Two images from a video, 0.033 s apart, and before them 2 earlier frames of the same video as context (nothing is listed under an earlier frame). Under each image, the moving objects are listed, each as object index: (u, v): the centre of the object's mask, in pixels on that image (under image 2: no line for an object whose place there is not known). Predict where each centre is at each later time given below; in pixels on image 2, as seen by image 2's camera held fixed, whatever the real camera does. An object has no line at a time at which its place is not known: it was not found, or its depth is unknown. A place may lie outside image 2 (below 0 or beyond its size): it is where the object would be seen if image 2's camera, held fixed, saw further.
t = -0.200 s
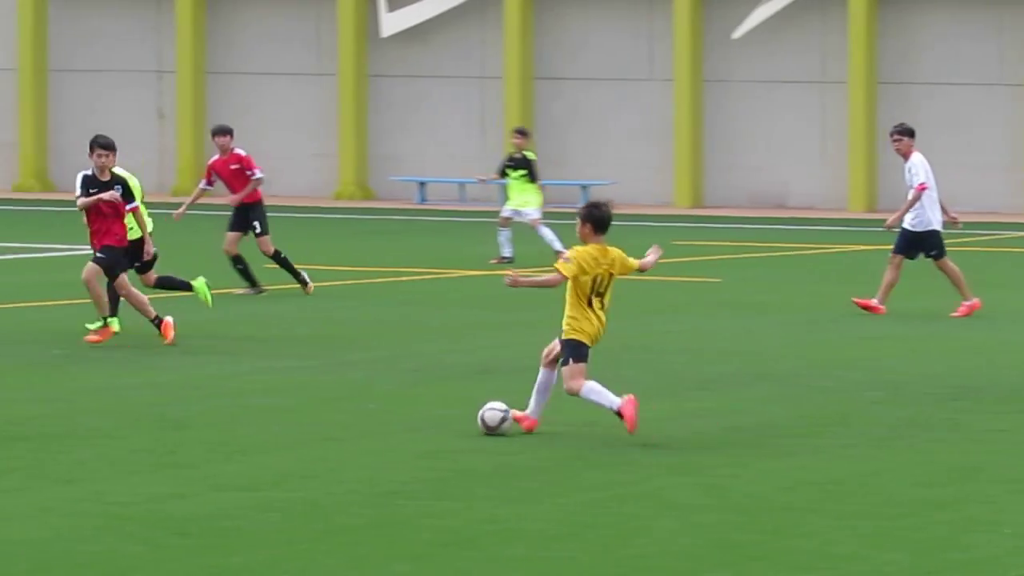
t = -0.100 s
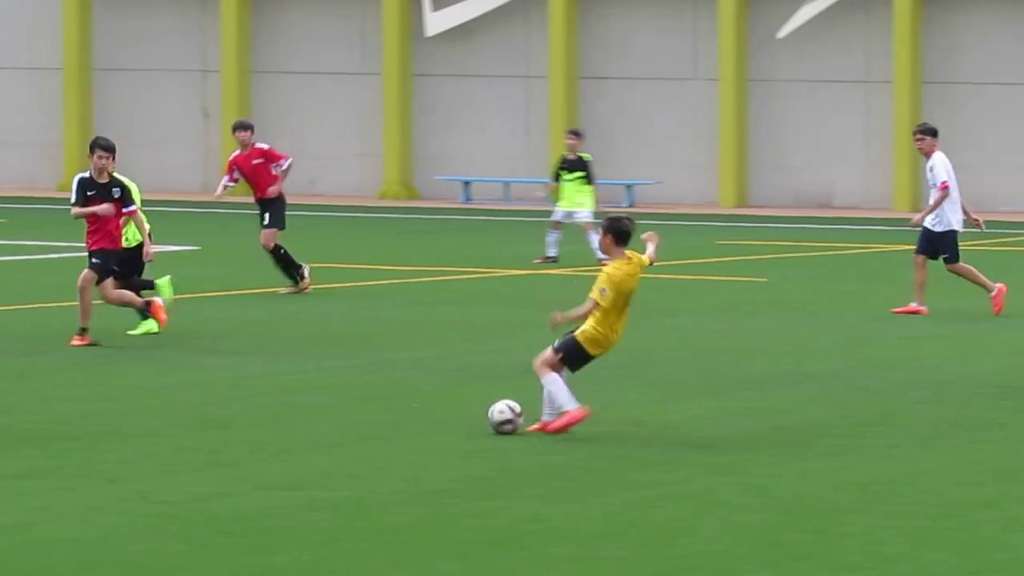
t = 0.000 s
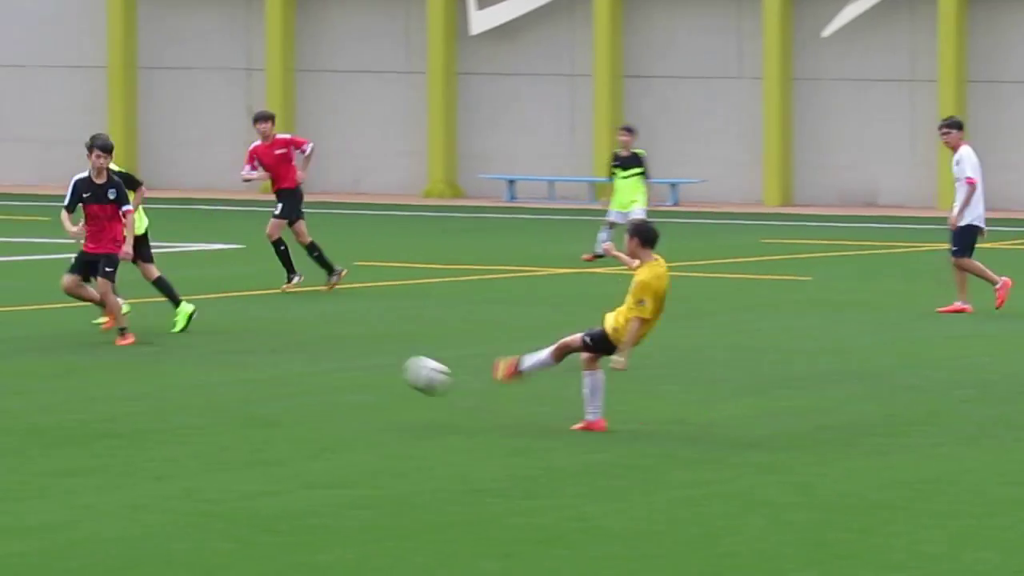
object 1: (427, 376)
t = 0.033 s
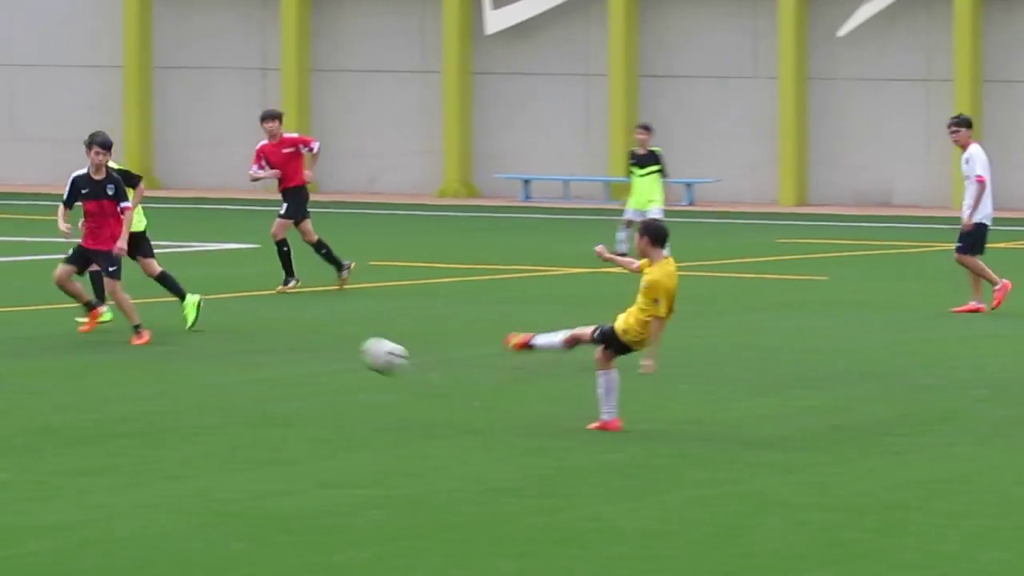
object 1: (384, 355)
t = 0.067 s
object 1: (328, 339)
